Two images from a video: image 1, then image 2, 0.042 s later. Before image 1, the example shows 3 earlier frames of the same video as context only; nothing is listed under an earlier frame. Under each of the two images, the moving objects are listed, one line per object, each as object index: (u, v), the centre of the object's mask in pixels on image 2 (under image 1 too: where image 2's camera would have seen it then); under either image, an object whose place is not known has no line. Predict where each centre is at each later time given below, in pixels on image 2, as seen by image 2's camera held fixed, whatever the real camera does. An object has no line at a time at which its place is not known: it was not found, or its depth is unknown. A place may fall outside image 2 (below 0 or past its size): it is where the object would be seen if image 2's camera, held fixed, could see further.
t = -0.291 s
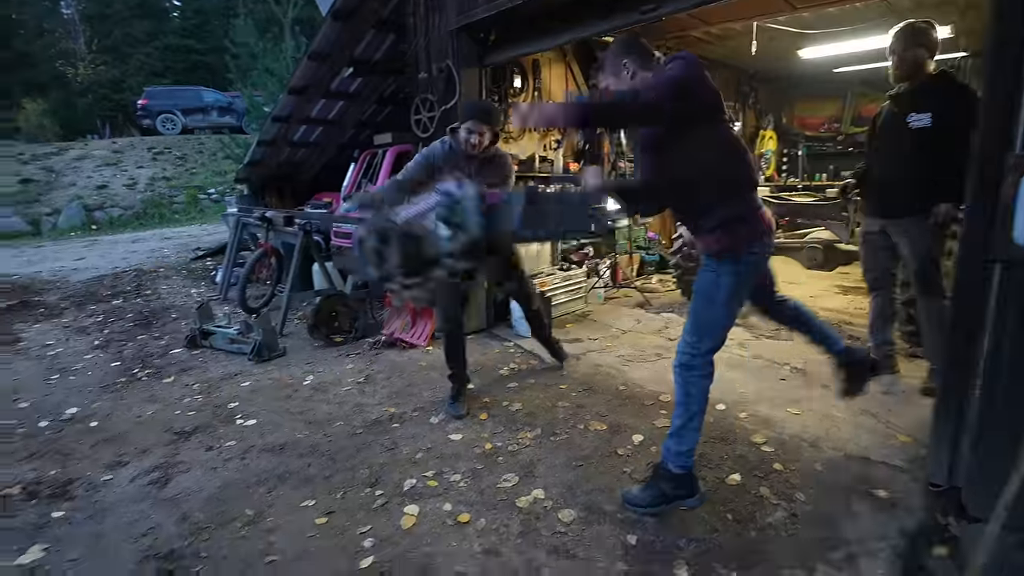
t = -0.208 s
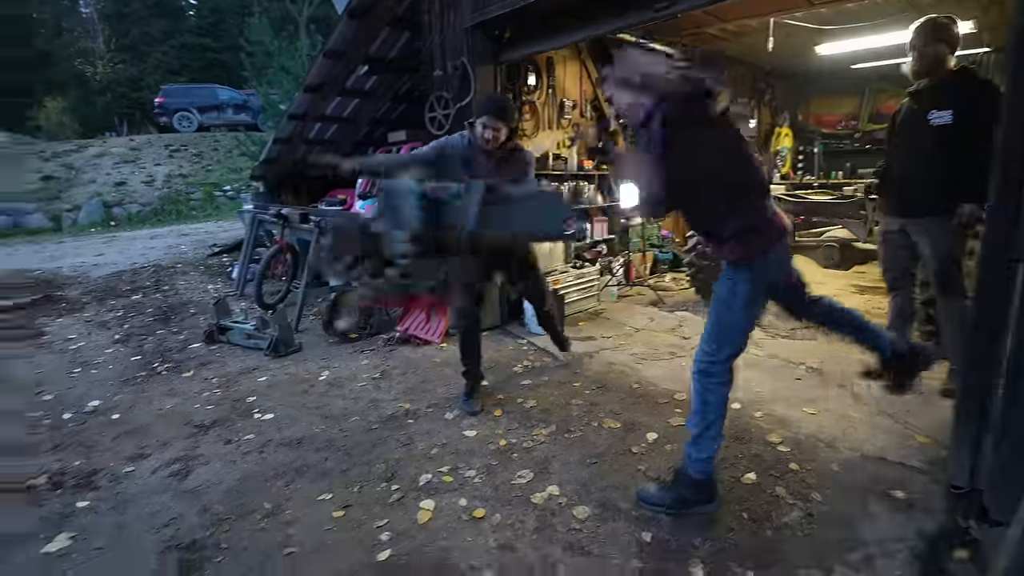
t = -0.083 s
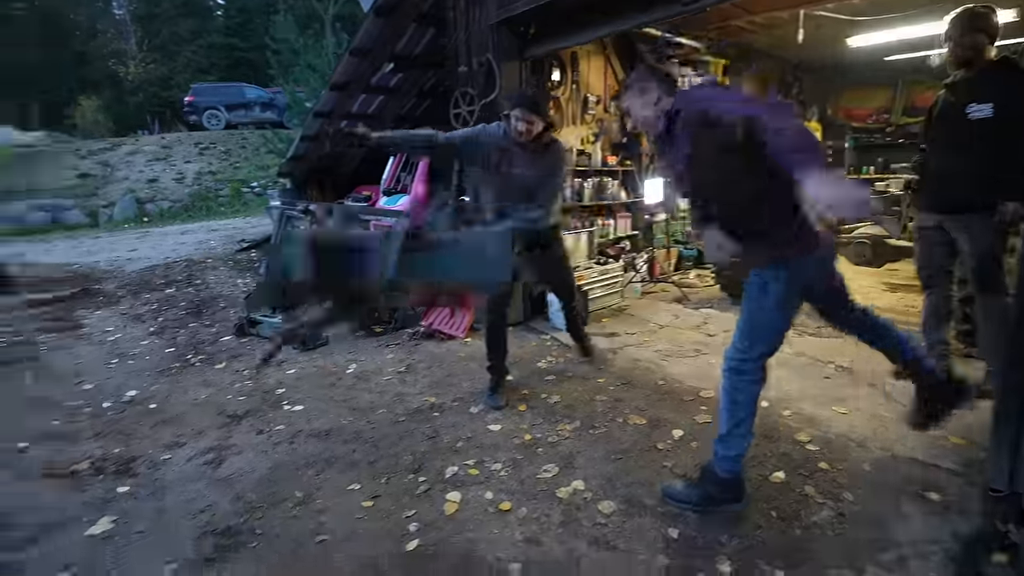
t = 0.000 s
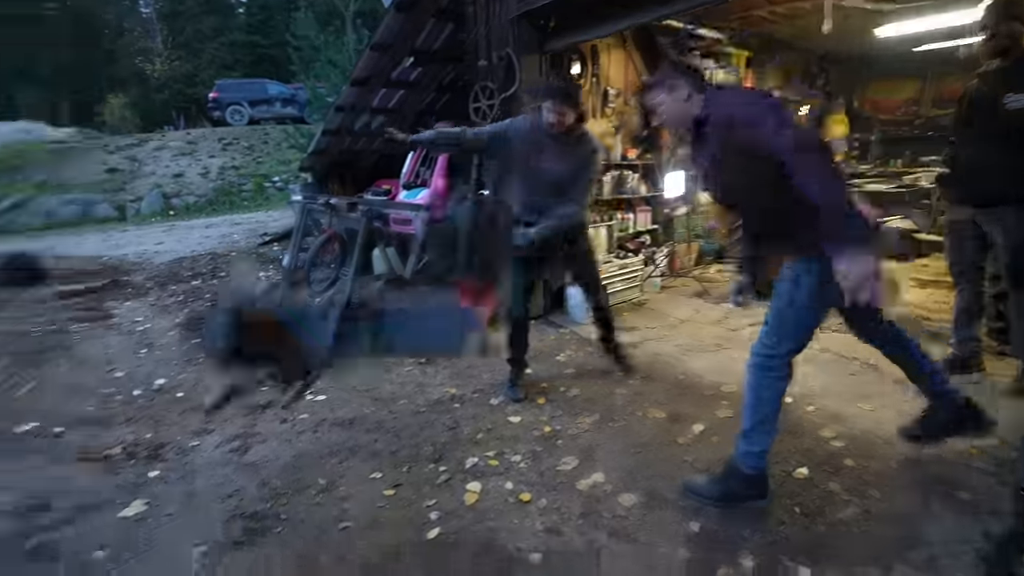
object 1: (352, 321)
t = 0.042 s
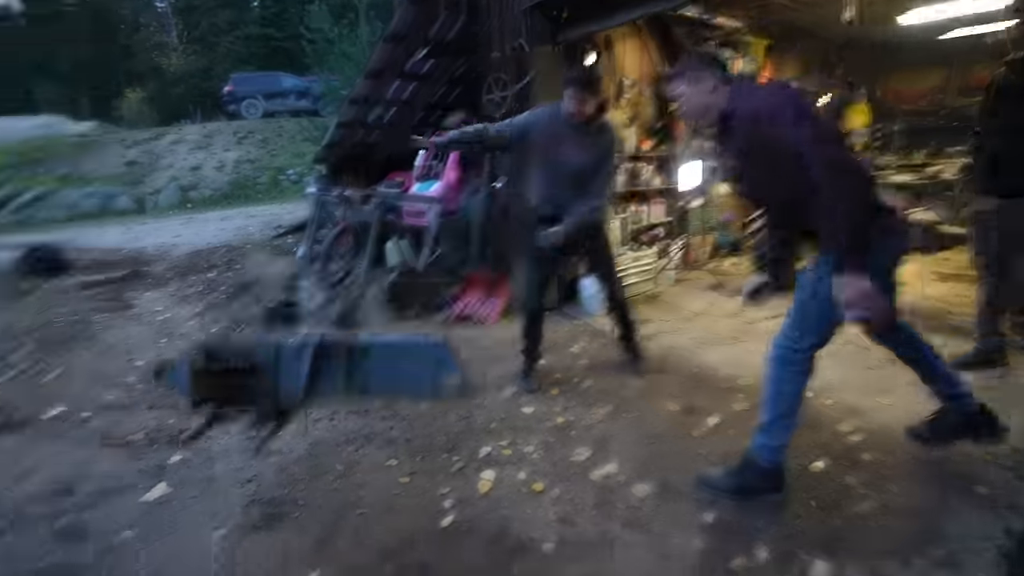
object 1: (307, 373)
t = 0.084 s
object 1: (270, 422)
